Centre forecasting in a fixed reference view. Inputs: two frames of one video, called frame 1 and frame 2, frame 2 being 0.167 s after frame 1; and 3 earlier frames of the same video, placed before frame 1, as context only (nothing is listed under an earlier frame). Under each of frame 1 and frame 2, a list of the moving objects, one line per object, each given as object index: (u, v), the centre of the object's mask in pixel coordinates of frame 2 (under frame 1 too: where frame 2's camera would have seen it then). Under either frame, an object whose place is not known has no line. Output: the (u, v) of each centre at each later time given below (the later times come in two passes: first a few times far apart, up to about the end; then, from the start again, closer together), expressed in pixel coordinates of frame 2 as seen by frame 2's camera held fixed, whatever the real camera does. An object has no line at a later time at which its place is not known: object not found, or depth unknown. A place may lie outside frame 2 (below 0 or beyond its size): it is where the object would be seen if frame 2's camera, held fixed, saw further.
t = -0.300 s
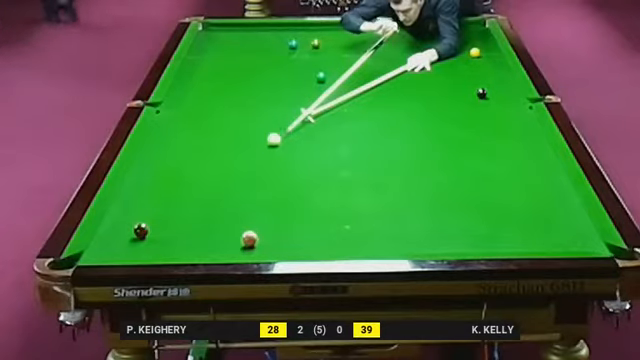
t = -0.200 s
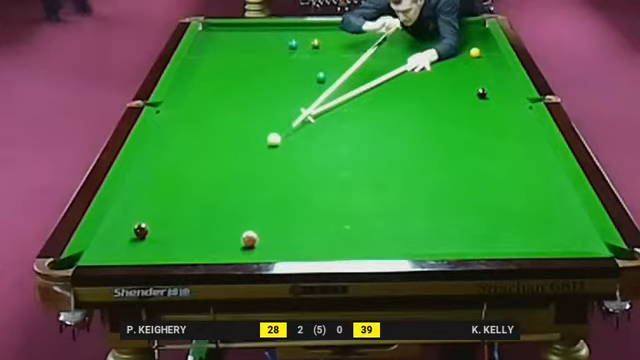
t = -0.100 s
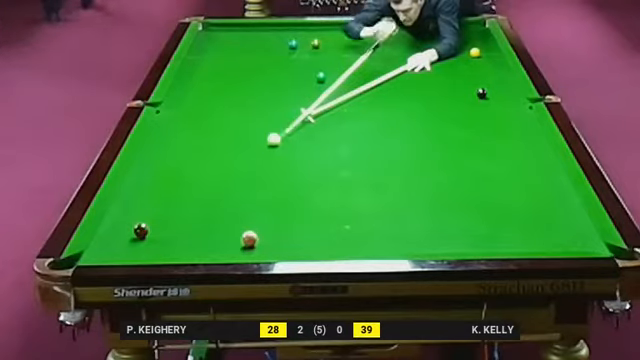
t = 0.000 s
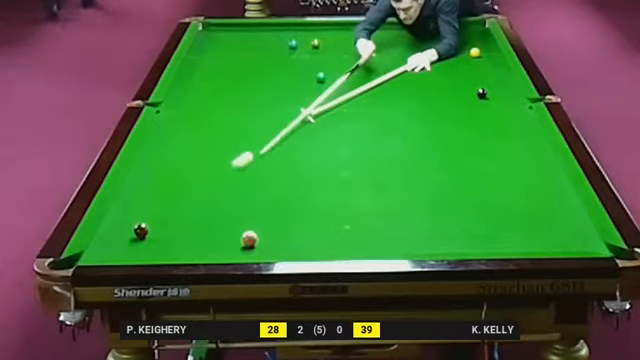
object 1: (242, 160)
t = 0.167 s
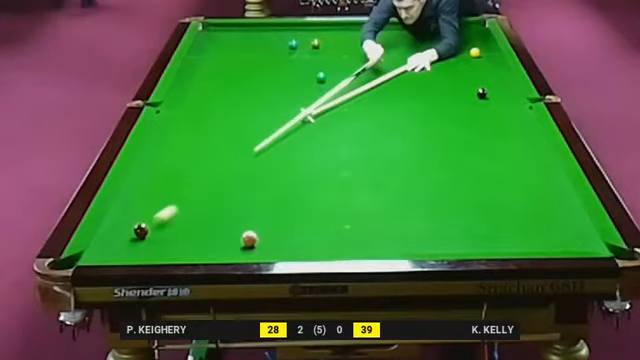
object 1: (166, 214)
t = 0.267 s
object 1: (161, 229)
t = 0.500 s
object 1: (200, 229)
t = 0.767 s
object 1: (243, 223)
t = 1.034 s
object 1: (284, 219)
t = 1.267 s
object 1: (317, 215)
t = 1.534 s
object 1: (351, 210)
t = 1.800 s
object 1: (382, 207)
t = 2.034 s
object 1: (408, 203)
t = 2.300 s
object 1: (435, 201)
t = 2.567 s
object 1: (460, 198)
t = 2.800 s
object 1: (479, 197)
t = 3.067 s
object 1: (499, 194)
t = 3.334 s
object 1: (518, 193)
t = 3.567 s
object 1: (531, 192)
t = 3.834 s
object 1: (545, 191)
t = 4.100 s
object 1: (557, 190)
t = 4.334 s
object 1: (566, 189)
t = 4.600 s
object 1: (564, 189)
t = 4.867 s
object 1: (559, 189)
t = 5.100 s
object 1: (557, 189)
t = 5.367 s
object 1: (556, 189)
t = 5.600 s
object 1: (556, 189)
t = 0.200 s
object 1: (153, 224)
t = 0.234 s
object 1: (157, 227)
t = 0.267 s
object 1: (161, 229)
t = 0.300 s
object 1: (167, 230)
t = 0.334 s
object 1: (172, 230)
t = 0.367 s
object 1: (177, 231)
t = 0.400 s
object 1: (183, 231)
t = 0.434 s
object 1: (188, 231)
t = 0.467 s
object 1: (194, 230)
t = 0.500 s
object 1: (200, 229)
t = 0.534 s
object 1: (206, 229)
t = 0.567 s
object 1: (211, 228)
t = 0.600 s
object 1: (216, 227)
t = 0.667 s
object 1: (228, 226)
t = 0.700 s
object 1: (233, 225)
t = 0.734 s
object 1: (238, 224)
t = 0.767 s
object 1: (243, 223)
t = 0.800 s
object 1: (249, 222)
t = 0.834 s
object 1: (254, 222)
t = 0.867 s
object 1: (259, 221)
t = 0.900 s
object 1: (264, 221)
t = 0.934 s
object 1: (269, 221)
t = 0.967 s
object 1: (274, 220)
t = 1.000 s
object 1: (280, 219)
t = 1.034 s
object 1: (284, 219)
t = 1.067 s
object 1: (289, 218)
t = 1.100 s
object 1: (293, 217)
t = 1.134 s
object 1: (299, 217)
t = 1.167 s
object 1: (303, 216)
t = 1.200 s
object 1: (308, 216)
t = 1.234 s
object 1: (312, 215)
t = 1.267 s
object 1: (317, 215)
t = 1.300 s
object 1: (321, 214)
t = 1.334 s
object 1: (326, 213)
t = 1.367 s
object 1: (330, 213)
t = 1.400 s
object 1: (334, 212)
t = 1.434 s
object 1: (338, 212)
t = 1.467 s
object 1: (343, 211)
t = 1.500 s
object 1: (347, 211)
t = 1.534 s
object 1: (351, 210)
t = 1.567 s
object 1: (355, 210)
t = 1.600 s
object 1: (359, 209)
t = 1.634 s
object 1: (363, 209)
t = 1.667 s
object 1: (367, 208)
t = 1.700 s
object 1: (371, 208)
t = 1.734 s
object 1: (375, 208)
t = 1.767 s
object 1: (379, 207)
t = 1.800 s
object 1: (382, 207)
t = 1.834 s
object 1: (386, 206)
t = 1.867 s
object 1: (390, 206)
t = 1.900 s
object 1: (394, 205)
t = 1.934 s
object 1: (397, 205)
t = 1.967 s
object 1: (401, 204)
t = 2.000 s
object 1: (404, 204)
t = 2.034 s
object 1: (408, 203)
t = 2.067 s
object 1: (412, 203)
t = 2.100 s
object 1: (415, 203)
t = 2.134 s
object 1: (418, 202)
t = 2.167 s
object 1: (422, 202)
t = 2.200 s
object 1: (425, 202)
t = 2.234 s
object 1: (429, 201)
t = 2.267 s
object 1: (432, 201)
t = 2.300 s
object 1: (435, 201)
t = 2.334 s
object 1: (438, 200)
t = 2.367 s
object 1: (442, 200)
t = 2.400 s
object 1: (445, 200)
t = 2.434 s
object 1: (448, 200)
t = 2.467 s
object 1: (451, 199)
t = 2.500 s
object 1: (454, 199)
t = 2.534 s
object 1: (457, 199)
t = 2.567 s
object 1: (460, 198)
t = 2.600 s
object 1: (463, 198)
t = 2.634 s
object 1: (465, 198)
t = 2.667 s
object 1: (468, 198)
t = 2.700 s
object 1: (471, 197)
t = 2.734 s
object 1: (474, 197)
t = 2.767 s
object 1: (477, 197)
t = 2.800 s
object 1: (479, 197)
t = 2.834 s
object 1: (482, 196)
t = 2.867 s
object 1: (484, 196)
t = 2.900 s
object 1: (487, 196)
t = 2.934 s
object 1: (490, 196)
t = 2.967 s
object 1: (492, 195)
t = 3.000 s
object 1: (495, 195)
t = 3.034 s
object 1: (497, 195)
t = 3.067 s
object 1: (499, 194)
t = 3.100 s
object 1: (502, 194)
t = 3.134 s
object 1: (504, 194)
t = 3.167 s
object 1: (503, 193)
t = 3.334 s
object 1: (518, 193)
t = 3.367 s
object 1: (519, 193)
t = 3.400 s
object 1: (521, 192)
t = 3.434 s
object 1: (523, 192)
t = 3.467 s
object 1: (525, 192)
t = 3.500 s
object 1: (527, 192)
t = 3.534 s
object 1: (530, 192)
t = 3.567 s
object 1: (531, 192)
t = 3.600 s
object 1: (533, 192)
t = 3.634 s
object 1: (535, 192)
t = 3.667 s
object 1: (537, 191)
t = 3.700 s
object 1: (538, 191)
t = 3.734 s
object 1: (540, 191)
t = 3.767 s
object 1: (542, 191)
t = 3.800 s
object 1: (544, 191)
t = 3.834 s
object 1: (545, 191)
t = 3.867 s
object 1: (547, 190)
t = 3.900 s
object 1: (549, 190)
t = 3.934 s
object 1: (550, 190)
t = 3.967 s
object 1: (551, 190)
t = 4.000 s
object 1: (553, 190)
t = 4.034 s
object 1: (554, 190)
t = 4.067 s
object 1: (556, 190)
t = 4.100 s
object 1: (557, 190)
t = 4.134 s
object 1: (558, 189)
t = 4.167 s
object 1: (560, 189)
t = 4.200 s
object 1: (561, 189)
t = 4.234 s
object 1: (562, 189)
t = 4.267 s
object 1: (563, 189)
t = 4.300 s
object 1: (564, 189)
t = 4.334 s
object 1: (566, 189)
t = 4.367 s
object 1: (567, 189)
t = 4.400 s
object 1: (568, 189)
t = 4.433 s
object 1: (568, 189)
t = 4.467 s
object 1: (567, 189)
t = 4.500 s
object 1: (566, 189)
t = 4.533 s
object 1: (565, 189)
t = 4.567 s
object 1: (564, 189)
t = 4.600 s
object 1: (564, 189)
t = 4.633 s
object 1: (563, 189)
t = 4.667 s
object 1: (563, 189)
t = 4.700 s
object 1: (562, 189)
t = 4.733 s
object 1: (561, 189)
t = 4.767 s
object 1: (561, 189)
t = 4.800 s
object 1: (560, 189)
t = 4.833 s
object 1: (559, 189)
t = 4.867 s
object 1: (559, 189)
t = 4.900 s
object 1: (559, 189)
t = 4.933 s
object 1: (559, 189)
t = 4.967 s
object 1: (558, 189)
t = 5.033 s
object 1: (557, 189)
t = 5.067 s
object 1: (557, 189)
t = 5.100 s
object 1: (557, 189)
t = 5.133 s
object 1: (557, 189)
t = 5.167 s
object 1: (557, 189)
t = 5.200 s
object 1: (557, 189)
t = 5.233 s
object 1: (556, 189)
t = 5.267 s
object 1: (556, 189)
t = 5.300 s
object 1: (556, 189)
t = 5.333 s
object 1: (556, 189)
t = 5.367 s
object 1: (556, 189)
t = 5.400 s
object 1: (556, 189)
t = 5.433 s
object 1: (556, 189)
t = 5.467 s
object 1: (556, 189)
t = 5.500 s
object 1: (556, 189)
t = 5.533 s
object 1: (556, 189)
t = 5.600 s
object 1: (556, 189)
